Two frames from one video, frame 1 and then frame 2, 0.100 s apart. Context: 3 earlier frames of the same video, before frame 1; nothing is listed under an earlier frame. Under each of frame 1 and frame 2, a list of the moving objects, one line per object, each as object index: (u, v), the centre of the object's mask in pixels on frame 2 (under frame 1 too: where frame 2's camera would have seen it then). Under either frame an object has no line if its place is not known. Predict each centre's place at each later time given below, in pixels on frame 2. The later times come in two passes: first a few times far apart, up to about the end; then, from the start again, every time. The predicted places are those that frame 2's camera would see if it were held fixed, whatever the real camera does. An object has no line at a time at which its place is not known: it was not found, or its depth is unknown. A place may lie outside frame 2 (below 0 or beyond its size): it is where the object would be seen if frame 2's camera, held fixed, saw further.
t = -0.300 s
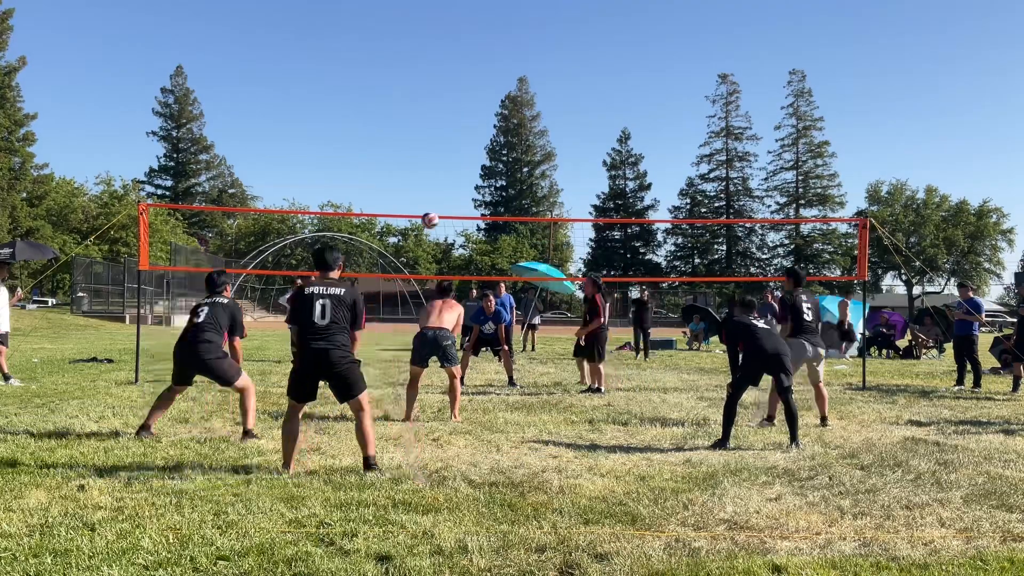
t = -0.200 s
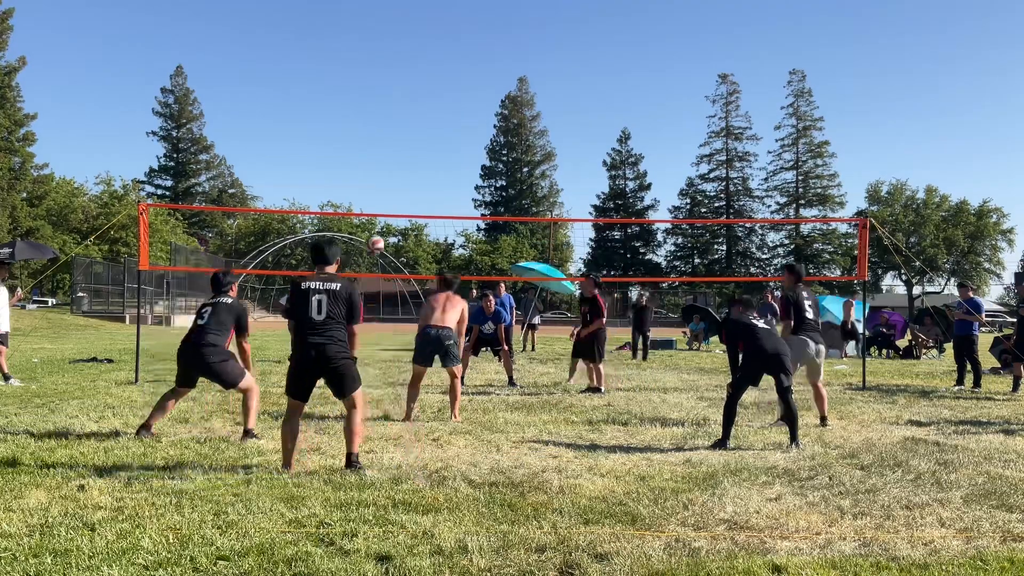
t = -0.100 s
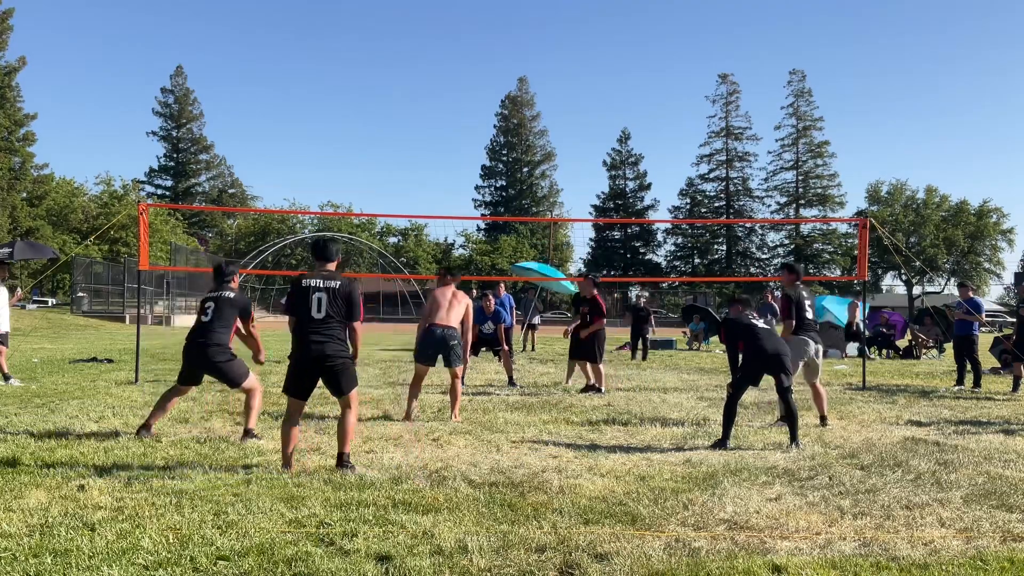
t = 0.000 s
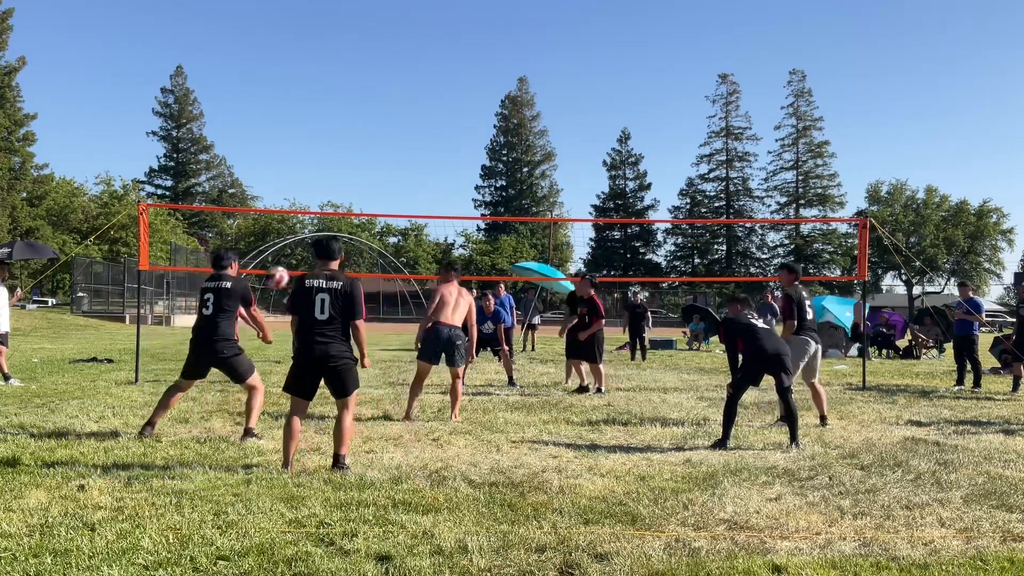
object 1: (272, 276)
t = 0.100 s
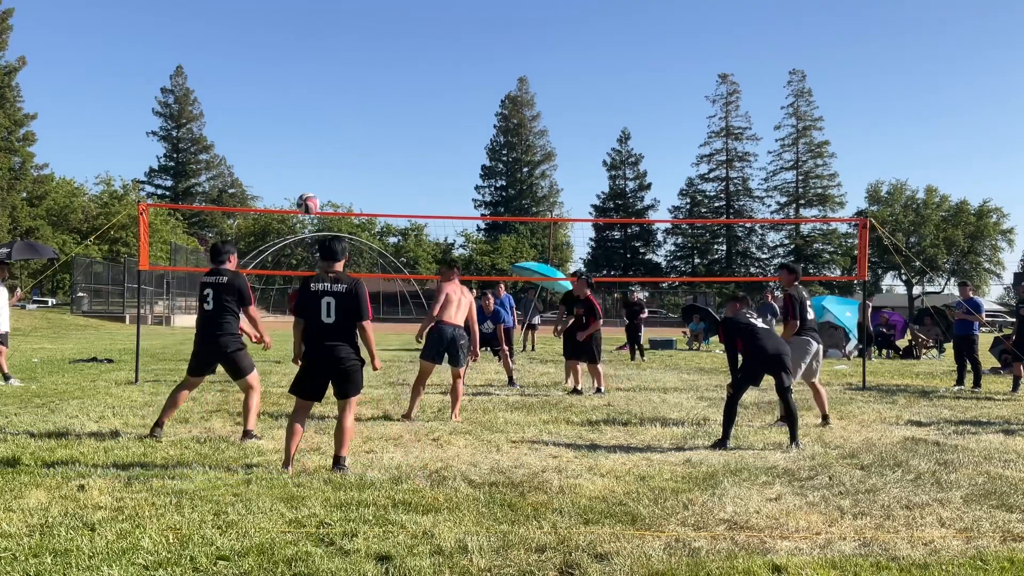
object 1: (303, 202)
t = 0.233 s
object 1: (341, 128)
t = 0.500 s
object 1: (401, 52)
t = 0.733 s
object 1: (444, 42)
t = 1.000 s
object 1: (480, 81)
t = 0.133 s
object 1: (314, 182)
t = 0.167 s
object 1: (324, 165)
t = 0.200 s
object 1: (336, 147)
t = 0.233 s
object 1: (341, 128)
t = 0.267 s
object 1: (350, 115)
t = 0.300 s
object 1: (359, 103)
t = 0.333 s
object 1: (366, 91)
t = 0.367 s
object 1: (374, 80)
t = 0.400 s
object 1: (381, 72)
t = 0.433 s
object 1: (388, 64)
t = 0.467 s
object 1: (394, 57)
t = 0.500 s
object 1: (401, 52)
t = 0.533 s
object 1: (410, 48)
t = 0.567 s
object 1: (414, 45)
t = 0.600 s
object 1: (420, 42)
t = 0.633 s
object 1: (426, 41)
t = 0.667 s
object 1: (432, 40)
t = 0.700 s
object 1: (437, 40)
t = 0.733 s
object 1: (444, 42)
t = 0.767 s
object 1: (447, 45)
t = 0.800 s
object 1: (453, 47)
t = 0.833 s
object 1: (458, 51)
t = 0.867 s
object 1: (463, 56)
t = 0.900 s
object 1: (468, 61)
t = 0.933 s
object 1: (471, 67)
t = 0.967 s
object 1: (476, 74)
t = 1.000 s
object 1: (480, 81)
